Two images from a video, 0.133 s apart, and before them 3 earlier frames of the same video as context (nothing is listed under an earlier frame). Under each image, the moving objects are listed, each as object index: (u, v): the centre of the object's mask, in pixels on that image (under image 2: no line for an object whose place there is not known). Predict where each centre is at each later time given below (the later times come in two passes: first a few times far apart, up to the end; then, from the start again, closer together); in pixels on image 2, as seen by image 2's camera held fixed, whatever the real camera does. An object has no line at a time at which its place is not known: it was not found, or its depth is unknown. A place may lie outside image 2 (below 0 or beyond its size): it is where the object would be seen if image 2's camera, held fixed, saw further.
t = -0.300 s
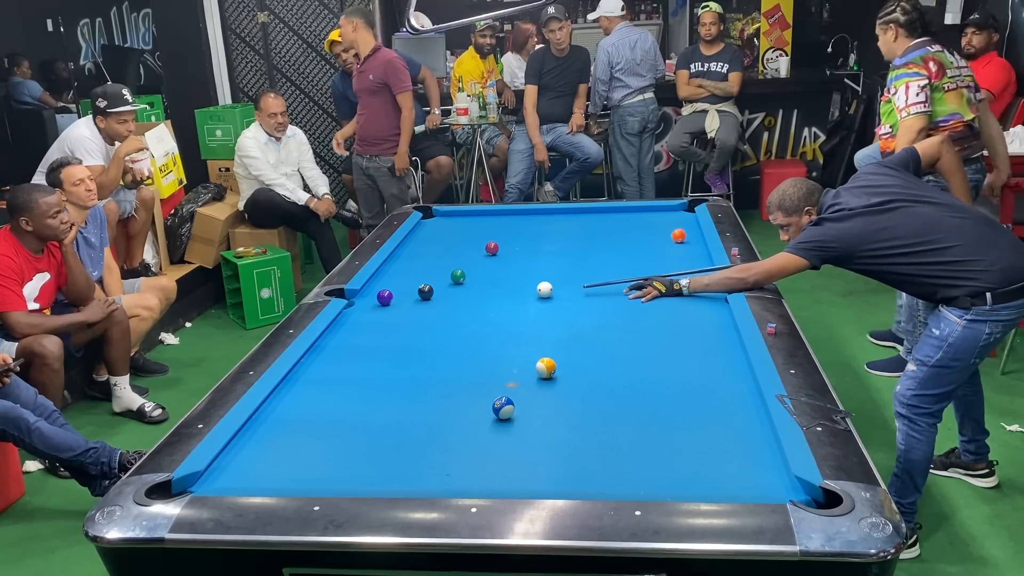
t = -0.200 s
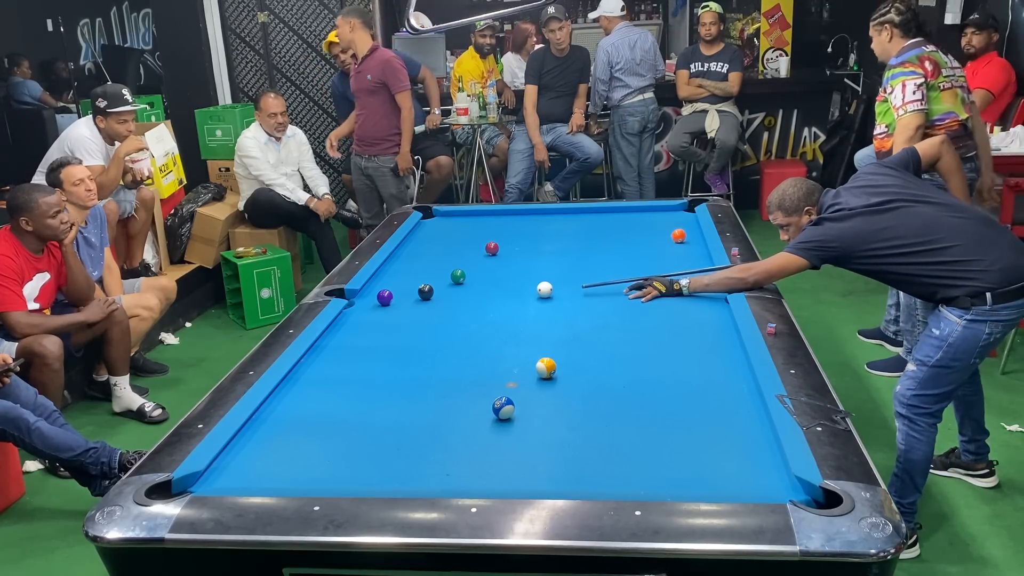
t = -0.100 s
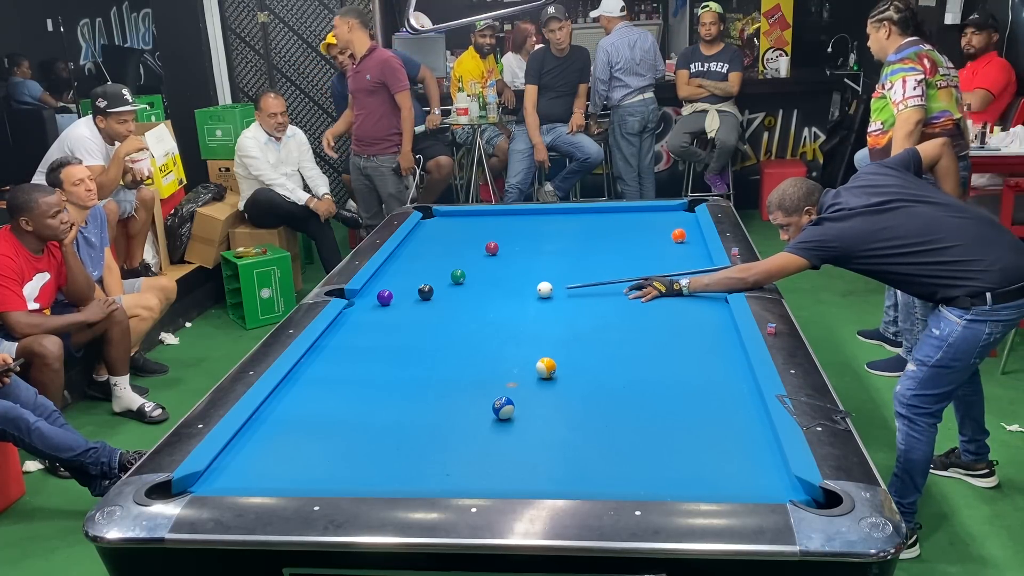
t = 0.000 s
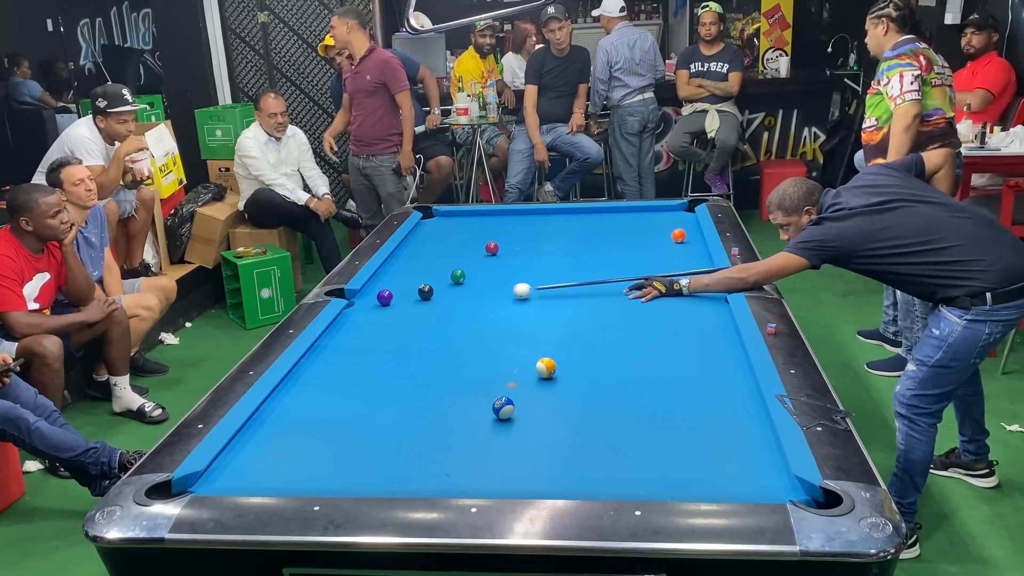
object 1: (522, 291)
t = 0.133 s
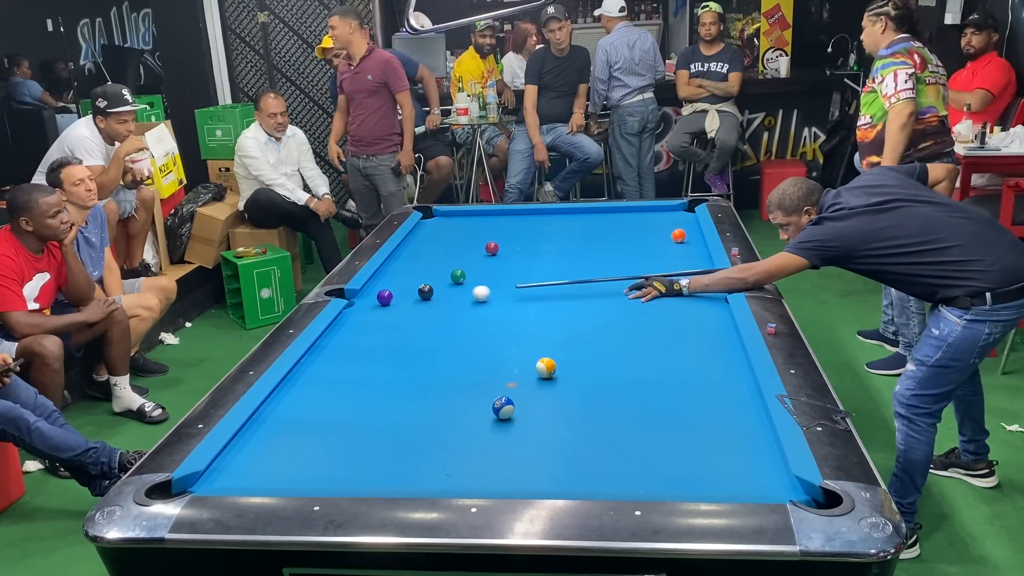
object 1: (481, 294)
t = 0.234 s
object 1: (452, 296)
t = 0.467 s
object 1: (395, 300)
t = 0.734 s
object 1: (362, 309)
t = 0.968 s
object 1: (351, 314)
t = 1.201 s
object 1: (360, 317)
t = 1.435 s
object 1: (368, 319)
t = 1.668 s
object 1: (376, 321)
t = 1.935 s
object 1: (383, 323)
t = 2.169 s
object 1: (388, 325)
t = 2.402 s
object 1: (392, 326)
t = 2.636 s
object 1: (395, 327)
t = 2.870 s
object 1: (398, 327)
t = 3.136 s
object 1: (399, 328)
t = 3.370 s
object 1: (399, 328)
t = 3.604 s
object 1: (399, 328)
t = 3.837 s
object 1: (398, 328)
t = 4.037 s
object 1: (395, 325)
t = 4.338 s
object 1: (398, 327)
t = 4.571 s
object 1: (398, 327)
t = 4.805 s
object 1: (398, 328)
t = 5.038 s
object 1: (398, 327)
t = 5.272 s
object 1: (398, 327)
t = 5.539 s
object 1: (398, 327)
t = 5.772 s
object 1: (398, 327)
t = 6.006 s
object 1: (398, 328)
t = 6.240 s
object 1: (399, 328)
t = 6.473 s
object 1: (399, 328)
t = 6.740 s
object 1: (399, 327)
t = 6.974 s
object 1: (399, 328)
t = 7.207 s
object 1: (398, 328)
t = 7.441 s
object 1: (399, 328)
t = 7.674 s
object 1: (398, 327)
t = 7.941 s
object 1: (398, 328)
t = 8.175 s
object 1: (398, 327)
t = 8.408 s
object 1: (399, 328)
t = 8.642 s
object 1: (398, 327)
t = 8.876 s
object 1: (398, 327)
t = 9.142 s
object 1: (399, 328)
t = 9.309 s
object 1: (399, 327)
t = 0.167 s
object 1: (472, 294)
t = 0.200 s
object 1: (462, 295)
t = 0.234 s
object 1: (452, 296)
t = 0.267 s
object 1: (443, 296)
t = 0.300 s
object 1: (434, 297)
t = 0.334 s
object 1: (424, 297)
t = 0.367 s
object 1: (415, 298)
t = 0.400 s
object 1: (405, 298)
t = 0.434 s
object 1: (398, 300)
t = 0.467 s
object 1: (395, 300)
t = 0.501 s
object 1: (391, 302)
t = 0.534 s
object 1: (387, 303)
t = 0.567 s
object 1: (383, 304)
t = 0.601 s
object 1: (379, 305)
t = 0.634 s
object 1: (375, 306)
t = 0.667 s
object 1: (371, 307)
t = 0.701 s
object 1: (367, 308)
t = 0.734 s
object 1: (362, 309)
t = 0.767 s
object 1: (358, 310)
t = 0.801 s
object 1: (354, 311)
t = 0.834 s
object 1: (350, 312)
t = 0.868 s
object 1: (347, 313)
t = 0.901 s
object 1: (349, 314)
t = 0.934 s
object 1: (350, 314)
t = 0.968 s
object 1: (351, 314)
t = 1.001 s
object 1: (353, 315)
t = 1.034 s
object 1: (354, 315)
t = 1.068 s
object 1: (355, 315)
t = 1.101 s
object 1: (356, 316)
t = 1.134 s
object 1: (358, 316)
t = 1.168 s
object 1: (359, 317)
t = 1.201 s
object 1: (360, 317)
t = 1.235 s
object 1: (361, 317)
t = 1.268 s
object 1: (362, 318)
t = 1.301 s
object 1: (364, 318)
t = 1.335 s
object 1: (365, 318)
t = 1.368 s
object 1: (366, 319)
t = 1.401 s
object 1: (367, 319)
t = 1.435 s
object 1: (368, 319)
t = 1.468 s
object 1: (369, 320)
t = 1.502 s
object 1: (370, 320)
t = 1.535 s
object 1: (372, 320)
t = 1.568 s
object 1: (372, 321)
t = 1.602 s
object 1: (374, 321)
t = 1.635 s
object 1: (374, 321)
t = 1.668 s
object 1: (376, 321)
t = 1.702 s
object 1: (376, 321)
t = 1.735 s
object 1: (378, 322)
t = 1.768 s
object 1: (378, 322)
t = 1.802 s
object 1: (379, 322)
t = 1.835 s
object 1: (380, 322)
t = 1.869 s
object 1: (381, 323)
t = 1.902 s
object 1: (382, 323)
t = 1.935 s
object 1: (383, 323)
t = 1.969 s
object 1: (384, 323)
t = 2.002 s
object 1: (384, 324)
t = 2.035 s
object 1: (385, 324)
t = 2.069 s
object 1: (386, 324)
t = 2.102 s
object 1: (387, 324)
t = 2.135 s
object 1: (387, 324)
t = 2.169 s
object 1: (388, 325)
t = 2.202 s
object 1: (389, 325)
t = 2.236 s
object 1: (389, 325)
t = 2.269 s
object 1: (390, 325)
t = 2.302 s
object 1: (391, 325)
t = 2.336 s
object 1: (391, 325)
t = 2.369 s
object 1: (392, 326)
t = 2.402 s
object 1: (392, 326)
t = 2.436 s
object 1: (393, 326)
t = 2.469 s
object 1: (393, 326)
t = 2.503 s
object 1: (394, 326)
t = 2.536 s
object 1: (394, 326)
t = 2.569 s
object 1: (395, 326)
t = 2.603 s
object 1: (395, 327)
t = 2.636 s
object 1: (395, 327)
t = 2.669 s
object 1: (396, 327)
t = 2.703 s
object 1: (396, 327)
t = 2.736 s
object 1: (397, 327)
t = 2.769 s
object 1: (397, 327)
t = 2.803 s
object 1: (398, 327)
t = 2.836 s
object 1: (398, 327)
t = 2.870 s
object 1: (398, 327)
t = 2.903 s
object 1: (398, 327)
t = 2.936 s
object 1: (399, 327)
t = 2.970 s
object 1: (399, 327)
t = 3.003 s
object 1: (399, 327)
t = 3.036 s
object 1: (399, 328)
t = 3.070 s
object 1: (399, 328)
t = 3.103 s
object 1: (399, 328)
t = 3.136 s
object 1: (399, 328)
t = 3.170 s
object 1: (399, 328)
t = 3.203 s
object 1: (399, 328)
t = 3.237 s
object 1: (399, 328)
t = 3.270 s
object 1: (399, 328)
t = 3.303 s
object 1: (399, 328)
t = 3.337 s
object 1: (399, 328)
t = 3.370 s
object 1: (399, 328)
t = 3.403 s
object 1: (399, 328)
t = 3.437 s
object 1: (399, 328)
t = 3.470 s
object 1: (399, 328)
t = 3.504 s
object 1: (398, 328)
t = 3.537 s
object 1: (399, 328)
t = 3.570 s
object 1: (398, 328)
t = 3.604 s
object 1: (399, 328)
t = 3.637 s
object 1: (398, 328)
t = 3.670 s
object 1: (398, 328)
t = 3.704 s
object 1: (398, 328)
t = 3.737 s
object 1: (398, 327)
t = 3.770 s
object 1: (398, 327)
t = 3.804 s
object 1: (398, 327)
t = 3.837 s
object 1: (398, 328)
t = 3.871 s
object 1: (398, 328)
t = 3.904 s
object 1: (398, 327)
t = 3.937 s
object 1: (398, 327)
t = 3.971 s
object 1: (398, 327)
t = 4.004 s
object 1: (398, 327)
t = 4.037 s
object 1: (395, 325)
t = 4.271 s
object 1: (399, 327)
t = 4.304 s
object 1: (398, 327)
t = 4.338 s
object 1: (398, 327)
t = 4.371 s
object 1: (398, 327)
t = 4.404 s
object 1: (398, 327)
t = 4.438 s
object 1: (398, 327)
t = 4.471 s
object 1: (398, 327)
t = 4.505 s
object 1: (398, 327)
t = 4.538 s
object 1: (398, 327)
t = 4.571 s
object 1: (398, 327)
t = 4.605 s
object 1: (398, 327)
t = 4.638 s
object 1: (398, 327)
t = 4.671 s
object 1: (398, 328)
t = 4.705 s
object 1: (398, 327)
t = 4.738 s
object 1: (398, 328)
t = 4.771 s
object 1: (398, 327)
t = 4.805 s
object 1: (398, 328)
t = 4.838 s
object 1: (398, 327)
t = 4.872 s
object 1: (398, 327)
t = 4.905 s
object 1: (398, 327)
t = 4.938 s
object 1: (398, 327)
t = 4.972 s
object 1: (398, 327)
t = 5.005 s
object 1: (398, 327)
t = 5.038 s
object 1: (398, 327)
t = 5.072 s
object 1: (398, 327)
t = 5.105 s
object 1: (398, 327)
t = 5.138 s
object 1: (398, 327)
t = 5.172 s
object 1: (398, 327)
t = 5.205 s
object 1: (398, 327)
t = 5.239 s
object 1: (398, 327)
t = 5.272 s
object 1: (398, 327)
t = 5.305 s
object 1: (398, 327)
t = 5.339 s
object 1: (398, 327)
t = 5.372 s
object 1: (398, 327)
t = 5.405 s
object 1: (398, 327)
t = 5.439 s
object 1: (398, 327)
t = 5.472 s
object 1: (398, 327)
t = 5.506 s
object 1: (398, 327)
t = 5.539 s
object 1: (398, 327)
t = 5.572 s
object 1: (398, 327)
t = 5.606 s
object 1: (398, 327)
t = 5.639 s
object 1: (398, 327)
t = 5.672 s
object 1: (398, 327)
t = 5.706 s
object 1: (398, 327)
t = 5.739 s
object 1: (398, 328)
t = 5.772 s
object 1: (398, 327)
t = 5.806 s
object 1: (398, 327)
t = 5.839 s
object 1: (398, 327)
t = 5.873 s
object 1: (398, 327)
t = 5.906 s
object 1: (398, 327)
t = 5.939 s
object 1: (398, 327)
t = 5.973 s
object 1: (398, 328)
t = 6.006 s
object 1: (398, 328)
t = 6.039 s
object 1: (398, 327)
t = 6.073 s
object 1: (398, 328)
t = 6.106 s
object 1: (398, 328)
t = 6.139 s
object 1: (398, 327)
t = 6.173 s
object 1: (398, 327)
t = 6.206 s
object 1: (398, 327)
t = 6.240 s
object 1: (399, 328)
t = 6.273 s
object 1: (398, 327)
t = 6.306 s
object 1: (399, 327)
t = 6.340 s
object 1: (399, 328)
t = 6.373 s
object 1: (398, 328)
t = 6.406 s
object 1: (399, 328)
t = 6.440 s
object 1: (398, 328)
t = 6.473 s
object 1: (399, 328)
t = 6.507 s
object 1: (398, 327)
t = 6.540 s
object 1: (399, 328)
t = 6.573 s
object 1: (398, 327)
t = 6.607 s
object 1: (399, 328)
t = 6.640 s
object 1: (398, 327)
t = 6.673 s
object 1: (399, 328)
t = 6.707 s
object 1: (398, 327)
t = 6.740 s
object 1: (399, 327)
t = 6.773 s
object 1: (399, 328)
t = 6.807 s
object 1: (399, 328)
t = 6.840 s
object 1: (398, 327)
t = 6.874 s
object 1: (399, 328)
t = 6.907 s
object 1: (398, 327)
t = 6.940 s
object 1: (399, 328)
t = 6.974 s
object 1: (399, 328)
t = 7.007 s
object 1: (399, 328)
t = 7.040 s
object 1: (398, 327)
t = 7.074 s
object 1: (399, 328)
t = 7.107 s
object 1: (399, 328)
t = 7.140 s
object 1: (398, 327)
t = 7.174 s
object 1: (398, 327)
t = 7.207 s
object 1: (398, 328)
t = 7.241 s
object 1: (398, 328)
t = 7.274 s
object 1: (399, 328)
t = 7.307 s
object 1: (398, 327)
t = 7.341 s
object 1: (398, 327)
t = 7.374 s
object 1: (398, 327)
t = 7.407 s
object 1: (399, 328)
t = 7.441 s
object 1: (399, 328)
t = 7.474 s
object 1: (399, 328)
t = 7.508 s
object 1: (398, 327)
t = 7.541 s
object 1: (398, 327)
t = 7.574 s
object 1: (398, 327)
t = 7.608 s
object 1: (399, 328)
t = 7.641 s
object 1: (399, 328)
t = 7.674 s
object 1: (398, 327)
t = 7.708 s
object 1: (399, 328)
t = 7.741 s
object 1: (399, 328)
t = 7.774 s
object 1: (399, 328)
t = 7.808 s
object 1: (398, 328)
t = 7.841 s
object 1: (398, 327)
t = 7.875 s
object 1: (399, 328)
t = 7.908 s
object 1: (398, 327)
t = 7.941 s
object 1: (398, 328)
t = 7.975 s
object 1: (398, 327)
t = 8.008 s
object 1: (399, 328)
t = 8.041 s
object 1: (399, 328)
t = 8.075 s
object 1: (399, 328)
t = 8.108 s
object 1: (398, 327)
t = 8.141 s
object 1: (398, 327)
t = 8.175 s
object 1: (398, 327)
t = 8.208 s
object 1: (399, 328)
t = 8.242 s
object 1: (399, 328)
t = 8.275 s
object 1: (399, 328)
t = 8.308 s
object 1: (399, 328)
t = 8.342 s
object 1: (398, 327)
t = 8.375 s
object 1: (398, 327)
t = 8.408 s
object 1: (399, 328)
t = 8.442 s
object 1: (398, 327)
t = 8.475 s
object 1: (399, 328)
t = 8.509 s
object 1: (399, 328)
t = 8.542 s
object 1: (399, 328)
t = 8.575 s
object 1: (398, 327)
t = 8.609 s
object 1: (398, 327)
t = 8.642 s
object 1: (398, 327)
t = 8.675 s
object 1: (398, 327)
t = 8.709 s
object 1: (399, 328)
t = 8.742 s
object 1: (399, 328)
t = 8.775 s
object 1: (399, 328)
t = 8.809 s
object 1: (398, 328)
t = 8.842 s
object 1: (398, 327)
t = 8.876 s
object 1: (398, 327)
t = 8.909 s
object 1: (398, 327)
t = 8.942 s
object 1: (398, 327)
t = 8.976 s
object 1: (398, 327)
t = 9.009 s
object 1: (399, 328)
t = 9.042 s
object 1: (399, 328)
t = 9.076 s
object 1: (399, 328)
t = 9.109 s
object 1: (398, 328)
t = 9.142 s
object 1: (399, 328)
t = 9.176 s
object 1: (399, 328)
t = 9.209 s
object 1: (399, 328)
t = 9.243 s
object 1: (399, 328)
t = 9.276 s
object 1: (399, 328)
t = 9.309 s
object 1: (399, 327)
